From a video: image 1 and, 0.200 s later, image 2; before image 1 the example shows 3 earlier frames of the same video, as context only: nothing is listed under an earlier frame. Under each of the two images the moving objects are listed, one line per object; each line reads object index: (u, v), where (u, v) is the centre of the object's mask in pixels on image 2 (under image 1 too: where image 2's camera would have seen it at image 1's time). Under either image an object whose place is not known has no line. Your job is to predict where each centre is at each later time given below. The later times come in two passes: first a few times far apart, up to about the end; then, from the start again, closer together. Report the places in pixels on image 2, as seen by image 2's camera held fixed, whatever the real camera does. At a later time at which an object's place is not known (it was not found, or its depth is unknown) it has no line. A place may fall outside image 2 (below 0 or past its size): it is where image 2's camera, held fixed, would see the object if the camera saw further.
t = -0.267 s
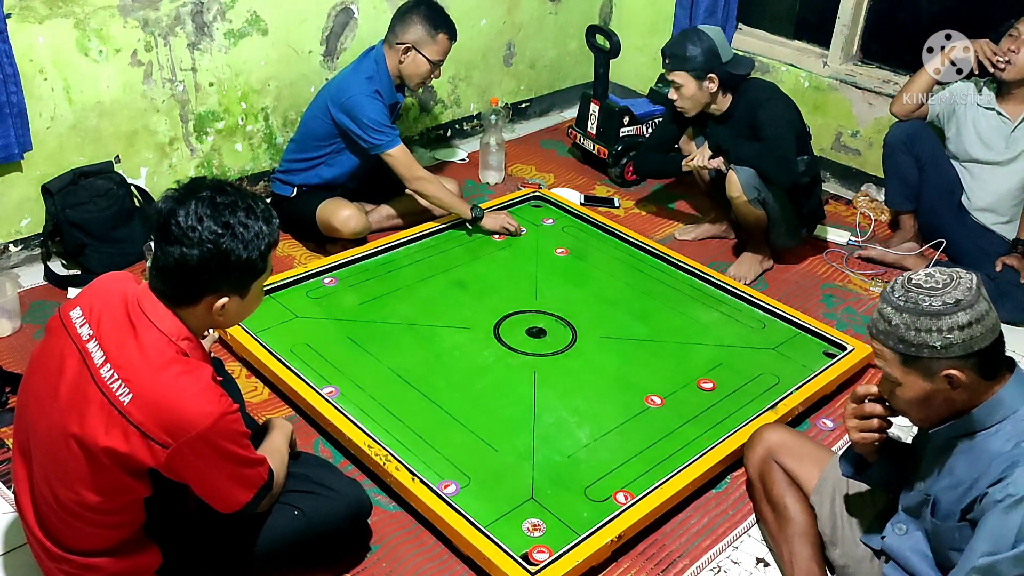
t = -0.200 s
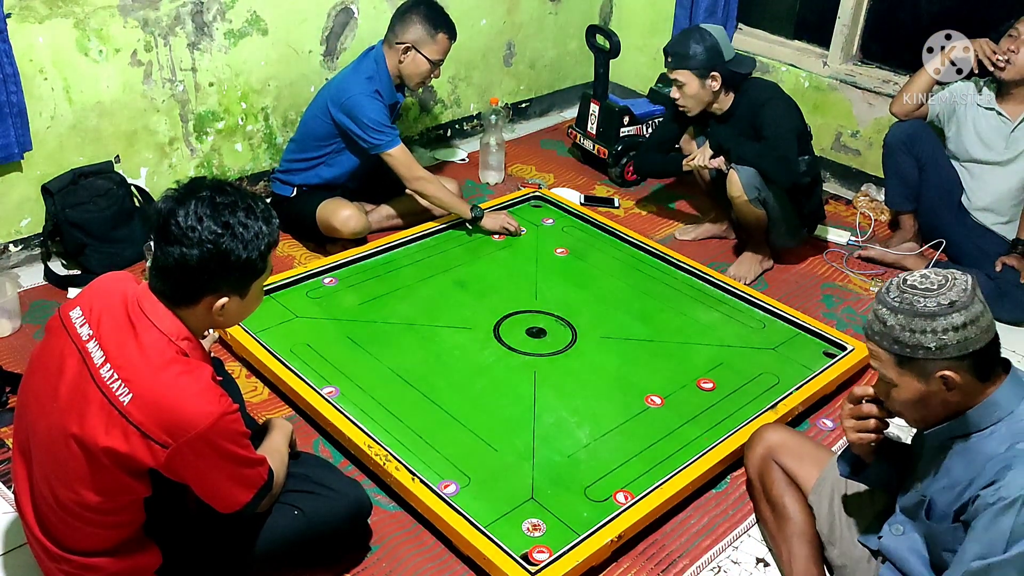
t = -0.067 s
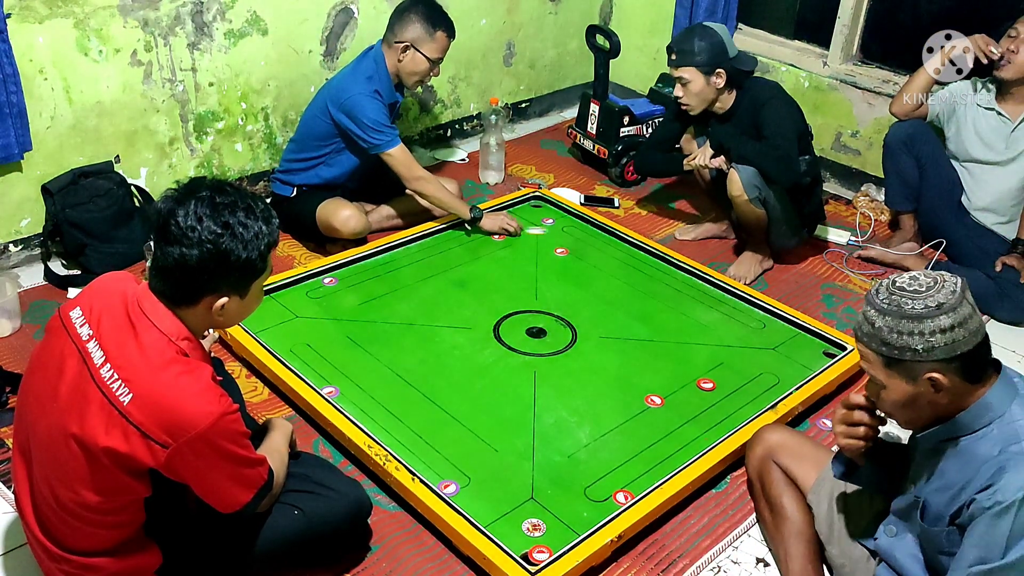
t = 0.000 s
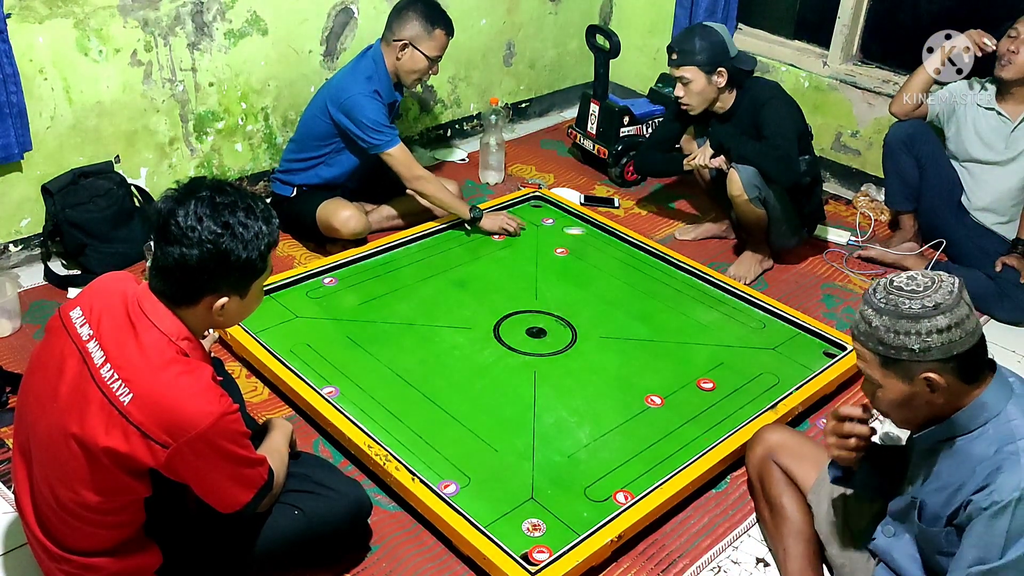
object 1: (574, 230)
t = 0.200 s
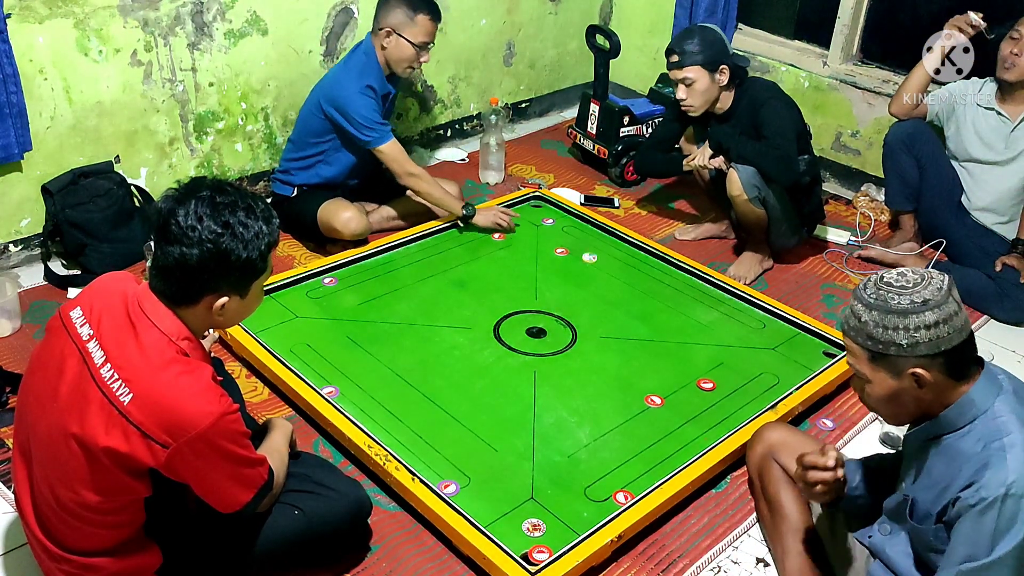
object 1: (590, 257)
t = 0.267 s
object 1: (588, 269)
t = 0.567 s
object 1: (580, 326)
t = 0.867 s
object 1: (572, 395)
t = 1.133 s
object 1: (563, 468)
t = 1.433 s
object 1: (548, 536)
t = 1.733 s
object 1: (505, 502)
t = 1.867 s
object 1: (484, 485)
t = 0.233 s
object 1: (589, 263)
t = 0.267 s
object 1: (588, 269)
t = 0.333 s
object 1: (586, 281)
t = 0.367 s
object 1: (585, 287)
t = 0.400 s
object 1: (585, 293)
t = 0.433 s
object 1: (584, 299)
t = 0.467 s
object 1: (583, 306)
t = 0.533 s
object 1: (581, 319)
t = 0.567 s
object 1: (580, 326)
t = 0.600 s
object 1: (580, 333)
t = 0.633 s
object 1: (579, 340)
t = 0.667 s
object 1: (578, 347)
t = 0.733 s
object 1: (576, 362)
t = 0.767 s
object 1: (575, 370)
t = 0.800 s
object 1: (574, 378)
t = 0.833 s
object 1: (573, 387)
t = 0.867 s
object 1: (572, 395)
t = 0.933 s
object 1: (570, 412)
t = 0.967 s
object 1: (569, 421)
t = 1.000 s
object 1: (568, 429)
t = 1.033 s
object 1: (567, 439)
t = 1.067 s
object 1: (566, 448)
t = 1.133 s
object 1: (563, 468)
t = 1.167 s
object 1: (562, 478)
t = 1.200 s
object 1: (561, 488)
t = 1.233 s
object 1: (560, 499)
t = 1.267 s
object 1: (558, 509)
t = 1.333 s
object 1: (558, 531)
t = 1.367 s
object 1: (559, 540)
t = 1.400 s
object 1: (554, 540)
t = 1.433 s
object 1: (548, 536)
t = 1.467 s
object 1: (543, 532)
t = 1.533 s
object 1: (533, 524)
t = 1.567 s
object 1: (528, 520)
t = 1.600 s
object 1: (523, 516)
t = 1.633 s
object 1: (519, 512)
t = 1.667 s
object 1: (514, 509)
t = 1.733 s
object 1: (505, 502)
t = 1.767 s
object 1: (501, 498)
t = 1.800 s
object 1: (496, 495)
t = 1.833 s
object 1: (488, 488)
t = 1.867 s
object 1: (484, 485)
